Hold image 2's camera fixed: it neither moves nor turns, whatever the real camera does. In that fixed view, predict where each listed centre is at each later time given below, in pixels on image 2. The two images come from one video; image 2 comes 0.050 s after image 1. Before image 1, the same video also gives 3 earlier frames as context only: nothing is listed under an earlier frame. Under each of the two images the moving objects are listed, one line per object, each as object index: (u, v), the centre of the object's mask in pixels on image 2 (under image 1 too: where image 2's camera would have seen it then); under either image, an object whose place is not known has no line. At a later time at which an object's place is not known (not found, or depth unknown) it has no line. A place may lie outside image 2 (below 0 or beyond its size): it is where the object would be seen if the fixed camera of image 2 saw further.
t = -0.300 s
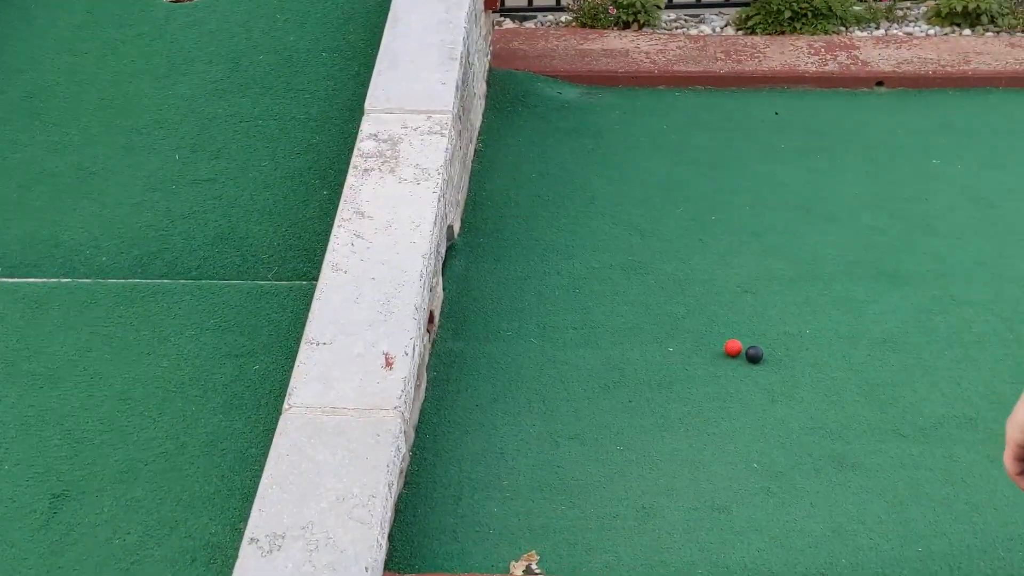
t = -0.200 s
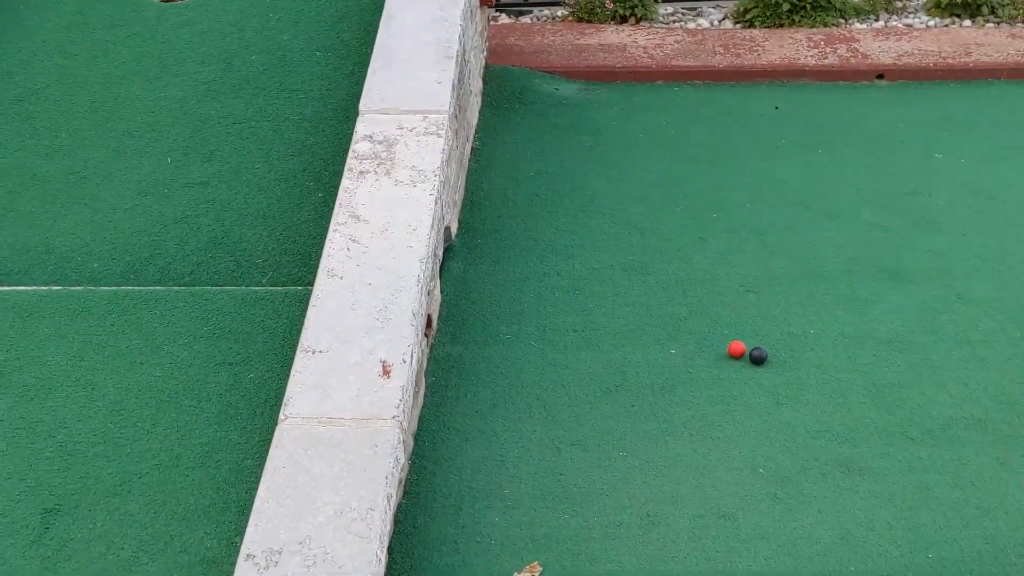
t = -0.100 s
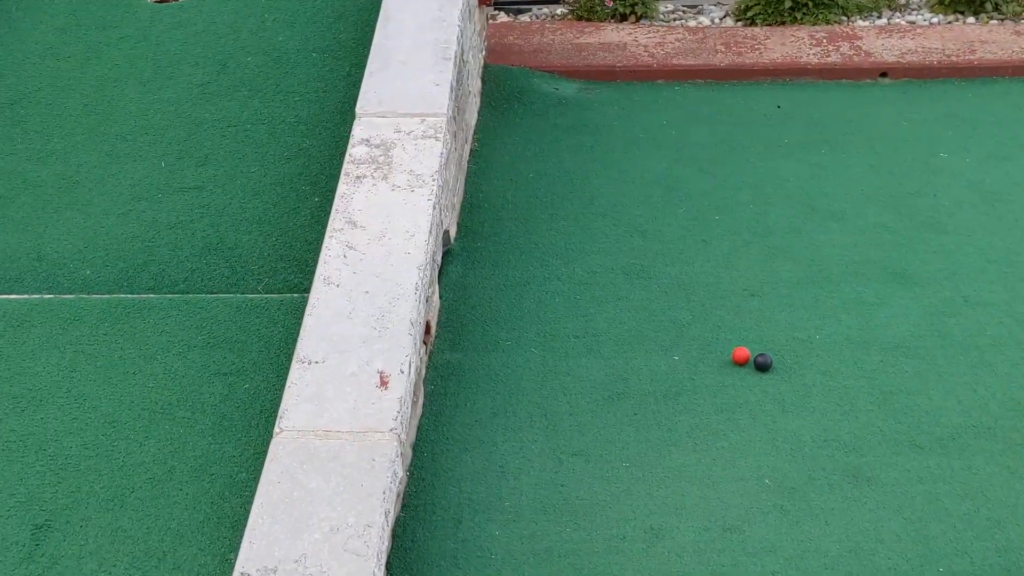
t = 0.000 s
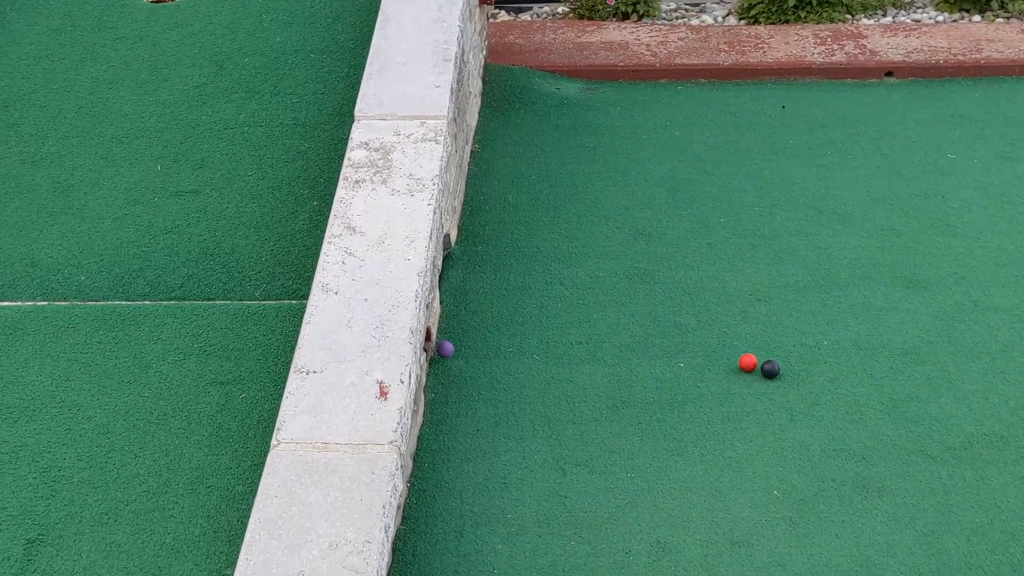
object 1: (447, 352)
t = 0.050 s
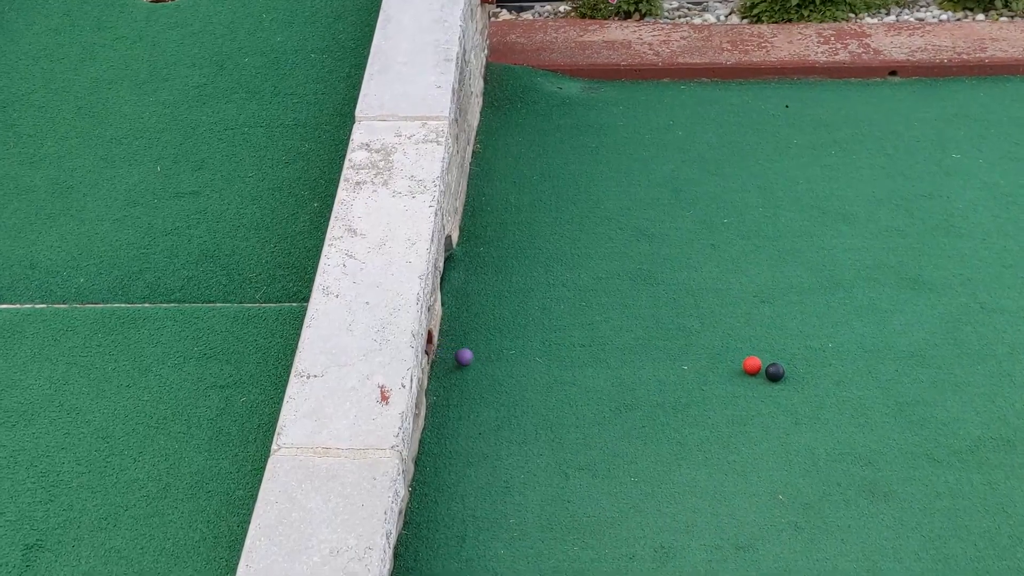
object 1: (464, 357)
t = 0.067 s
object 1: (469, 355)
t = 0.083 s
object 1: (474, 355)
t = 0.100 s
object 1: (480, 355)
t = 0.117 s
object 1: (485, 357)
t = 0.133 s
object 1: (491, 360)
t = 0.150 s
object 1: (496, 360)
